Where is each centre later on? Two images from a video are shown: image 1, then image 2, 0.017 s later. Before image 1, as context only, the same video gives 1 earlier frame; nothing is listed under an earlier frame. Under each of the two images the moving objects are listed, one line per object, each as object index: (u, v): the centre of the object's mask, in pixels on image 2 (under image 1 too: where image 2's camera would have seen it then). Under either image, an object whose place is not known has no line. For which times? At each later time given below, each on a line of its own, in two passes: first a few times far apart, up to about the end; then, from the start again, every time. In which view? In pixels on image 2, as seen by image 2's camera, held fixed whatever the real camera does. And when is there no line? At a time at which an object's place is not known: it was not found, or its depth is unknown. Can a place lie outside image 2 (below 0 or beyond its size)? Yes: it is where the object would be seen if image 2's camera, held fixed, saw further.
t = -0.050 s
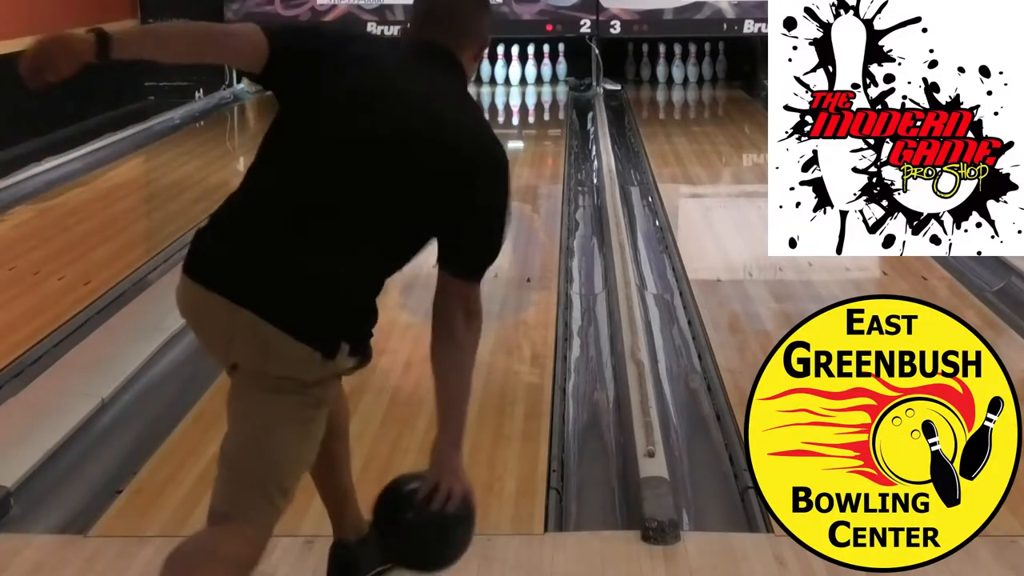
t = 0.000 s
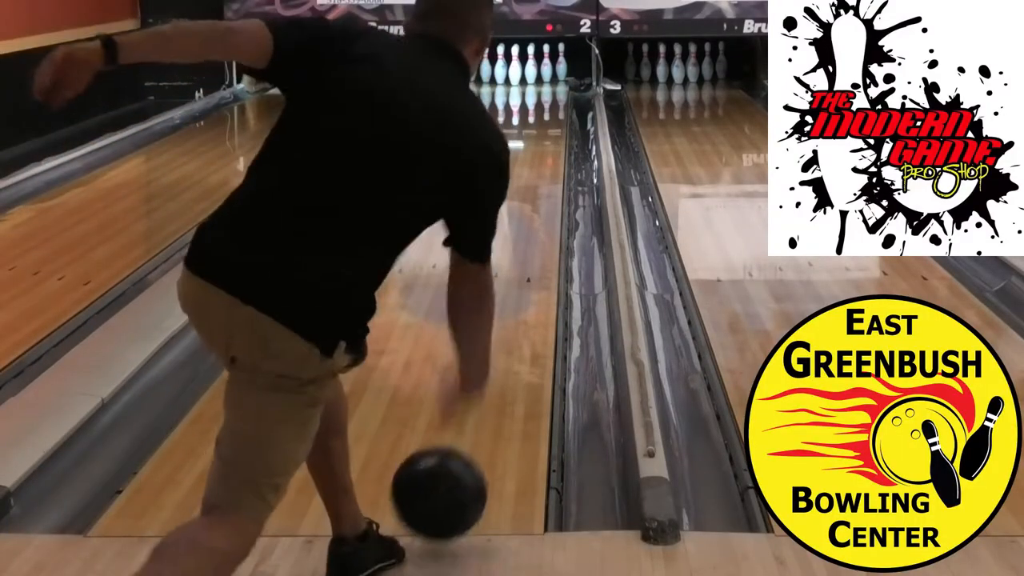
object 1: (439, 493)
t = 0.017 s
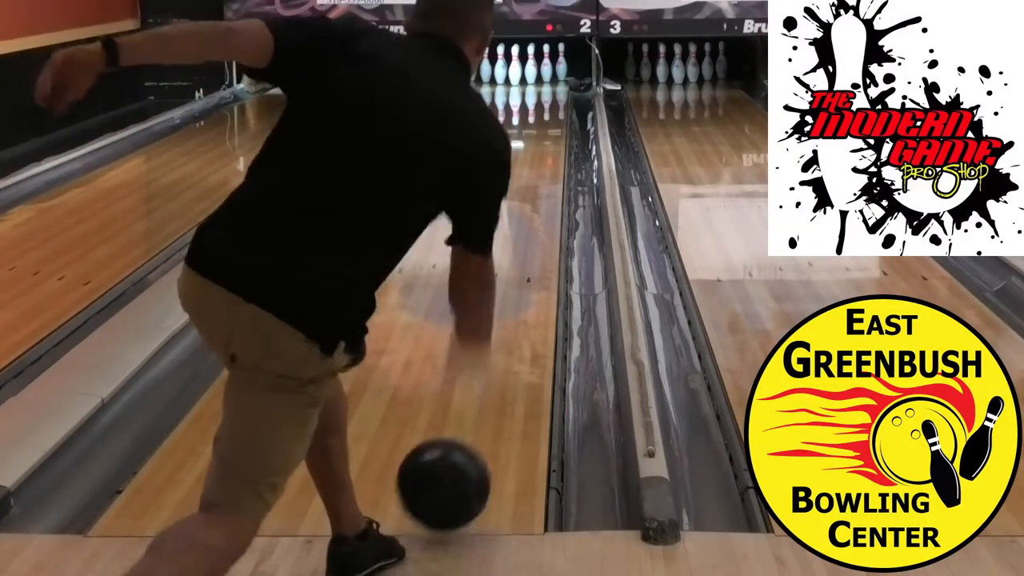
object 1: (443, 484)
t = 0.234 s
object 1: (487, 365)
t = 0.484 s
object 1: (516, 275)
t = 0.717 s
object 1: (533, 220)
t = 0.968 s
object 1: (544, 179)
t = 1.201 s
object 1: (550, 152)
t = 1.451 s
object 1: (553, 129)
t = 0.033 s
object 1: (448, 477)
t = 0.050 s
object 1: (452, 470)
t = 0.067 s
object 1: (456, 457)
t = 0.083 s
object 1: (459, 444)
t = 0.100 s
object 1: (463, 433)
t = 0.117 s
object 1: (466, 424)
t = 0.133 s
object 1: (469, 416)
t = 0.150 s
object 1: (473, 406)
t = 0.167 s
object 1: (476, 398)
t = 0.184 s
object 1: (479, 389)
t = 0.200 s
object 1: (482, 381)
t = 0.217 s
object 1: (484, 373)
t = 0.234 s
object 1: (487, 365)
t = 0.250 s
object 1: (489, 357)
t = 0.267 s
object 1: (491, 350)
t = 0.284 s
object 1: (494, 343)
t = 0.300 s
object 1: (496, 336)
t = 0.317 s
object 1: (498, 330)
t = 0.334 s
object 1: (500, 324)
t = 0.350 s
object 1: (502, 318)
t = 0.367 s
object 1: (504, 312)
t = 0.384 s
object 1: (506, 306)
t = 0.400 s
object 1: (508, 300)
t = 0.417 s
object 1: (510, 295)
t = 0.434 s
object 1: (511, 290)
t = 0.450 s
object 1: (513, 285)
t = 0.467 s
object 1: (514, 280)
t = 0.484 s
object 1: (516, 275)
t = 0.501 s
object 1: (517, 271)
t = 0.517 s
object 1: (519, 266)
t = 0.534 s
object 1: (520, 262)
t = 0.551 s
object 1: (521, 258)
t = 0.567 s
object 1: (523, 254)
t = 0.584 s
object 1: (524, 249)
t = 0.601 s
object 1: (525, 245)
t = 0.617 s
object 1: (526, 242)
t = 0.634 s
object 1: (527, 238)
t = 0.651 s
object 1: (529, 234)
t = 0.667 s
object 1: (530, 231)
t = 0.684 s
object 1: (531, 227)
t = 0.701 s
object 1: (532, 224)
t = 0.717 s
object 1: (533, 220)
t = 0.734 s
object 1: (534, 217)
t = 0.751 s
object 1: (534, 214)
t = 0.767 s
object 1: (535, 211)
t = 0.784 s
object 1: (536, 208)
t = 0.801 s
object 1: (537, 205)
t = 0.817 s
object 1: (538, 202)
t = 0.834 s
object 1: (539, 199)
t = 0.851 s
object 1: (539, 197)
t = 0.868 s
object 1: (540, 194)
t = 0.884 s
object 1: (541, 191)
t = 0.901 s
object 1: (542, 189)
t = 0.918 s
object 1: (542, 186)
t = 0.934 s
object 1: (543, 184)
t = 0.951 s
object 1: (543, 181)
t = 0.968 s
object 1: (544, 179)
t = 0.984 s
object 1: (544, 177)
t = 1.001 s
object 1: (545, 175)
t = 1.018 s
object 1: (545, 173)
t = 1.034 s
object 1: (546, 171)
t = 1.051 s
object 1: (546, 169)
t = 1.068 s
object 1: (546, 167)
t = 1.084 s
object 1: (547, 165)
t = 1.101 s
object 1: (548, 163)
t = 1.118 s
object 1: (548, 161)
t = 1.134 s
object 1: (549, 159)
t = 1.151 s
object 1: (549, 157)
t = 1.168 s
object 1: (549, 155)
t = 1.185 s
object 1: (550, 153)
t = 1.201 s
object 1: (550, 152)
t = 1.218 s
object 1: (550, 150)
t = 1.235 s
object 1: (551, 148)
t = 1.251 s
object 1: (551, 147)
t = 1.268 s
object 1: (551, 145)
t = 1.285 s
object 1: (551, 143)
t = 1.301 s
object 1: (551, 142)
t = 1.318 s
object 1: (552, 140)
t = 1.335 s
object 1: (552, 139)
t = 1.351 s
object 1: (552, 137)
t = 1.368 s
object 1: (552, 136)
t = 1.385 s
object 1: (553, 134)
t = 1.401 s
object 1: (553, 133)
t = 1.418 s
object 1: (553, 131)
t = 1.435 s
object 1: (553, 130)
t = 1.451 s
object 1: (553, 129)
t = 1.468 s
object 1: (553, 127)
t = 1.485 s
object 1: (553, 126)
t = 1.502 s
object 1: (554, 125)
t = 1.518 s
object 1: (553, 124)
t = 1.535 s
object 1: (554, 123)
